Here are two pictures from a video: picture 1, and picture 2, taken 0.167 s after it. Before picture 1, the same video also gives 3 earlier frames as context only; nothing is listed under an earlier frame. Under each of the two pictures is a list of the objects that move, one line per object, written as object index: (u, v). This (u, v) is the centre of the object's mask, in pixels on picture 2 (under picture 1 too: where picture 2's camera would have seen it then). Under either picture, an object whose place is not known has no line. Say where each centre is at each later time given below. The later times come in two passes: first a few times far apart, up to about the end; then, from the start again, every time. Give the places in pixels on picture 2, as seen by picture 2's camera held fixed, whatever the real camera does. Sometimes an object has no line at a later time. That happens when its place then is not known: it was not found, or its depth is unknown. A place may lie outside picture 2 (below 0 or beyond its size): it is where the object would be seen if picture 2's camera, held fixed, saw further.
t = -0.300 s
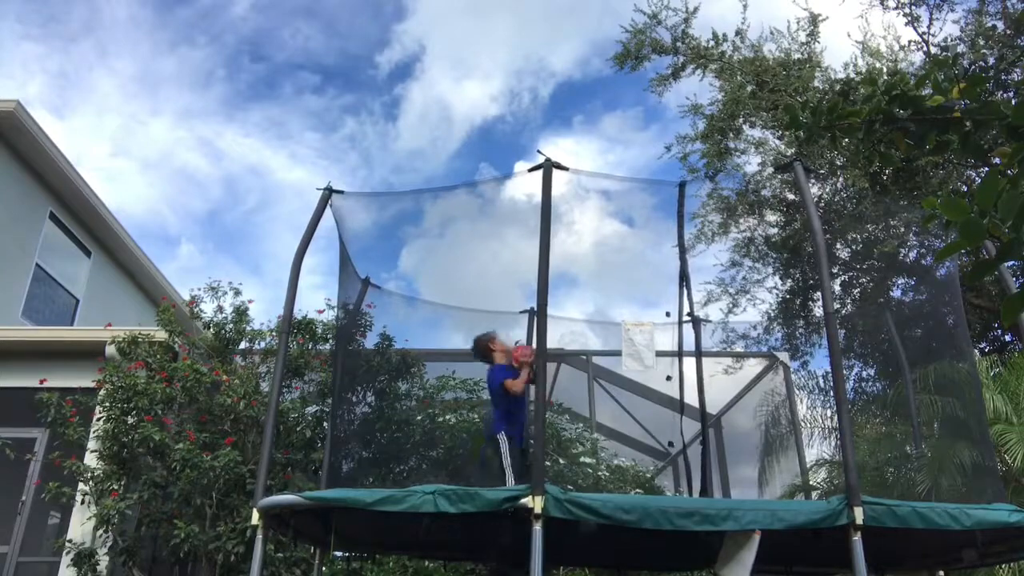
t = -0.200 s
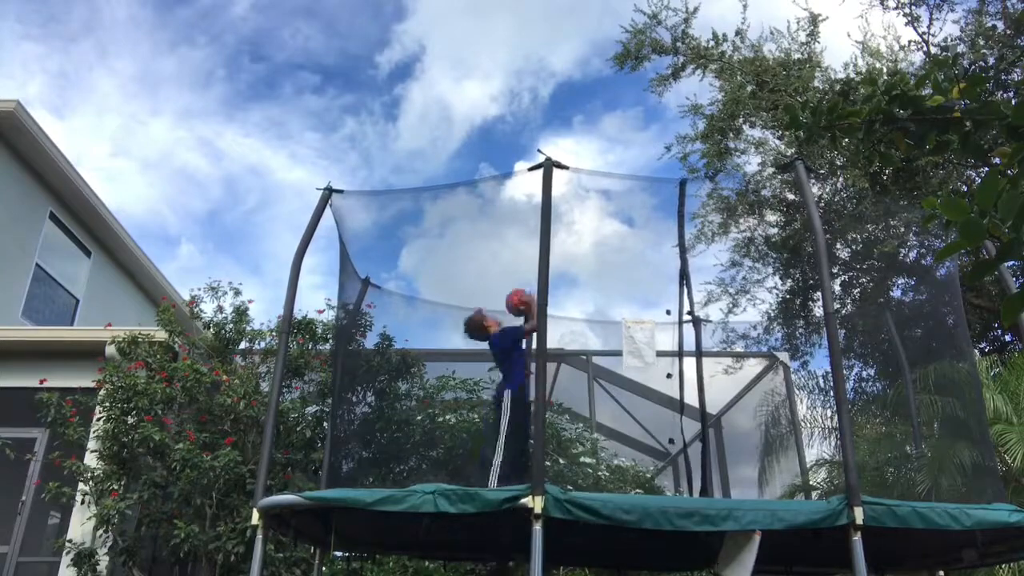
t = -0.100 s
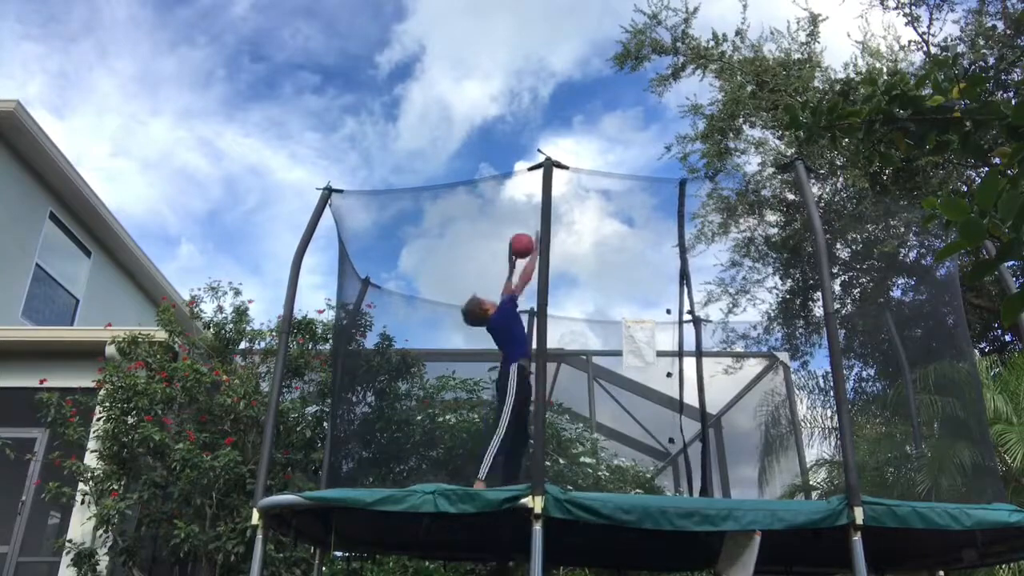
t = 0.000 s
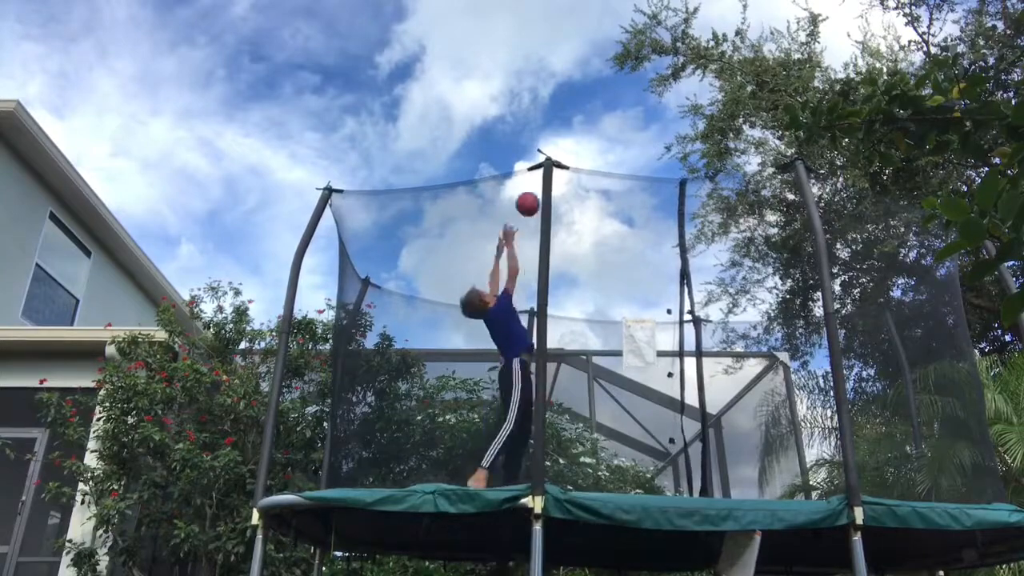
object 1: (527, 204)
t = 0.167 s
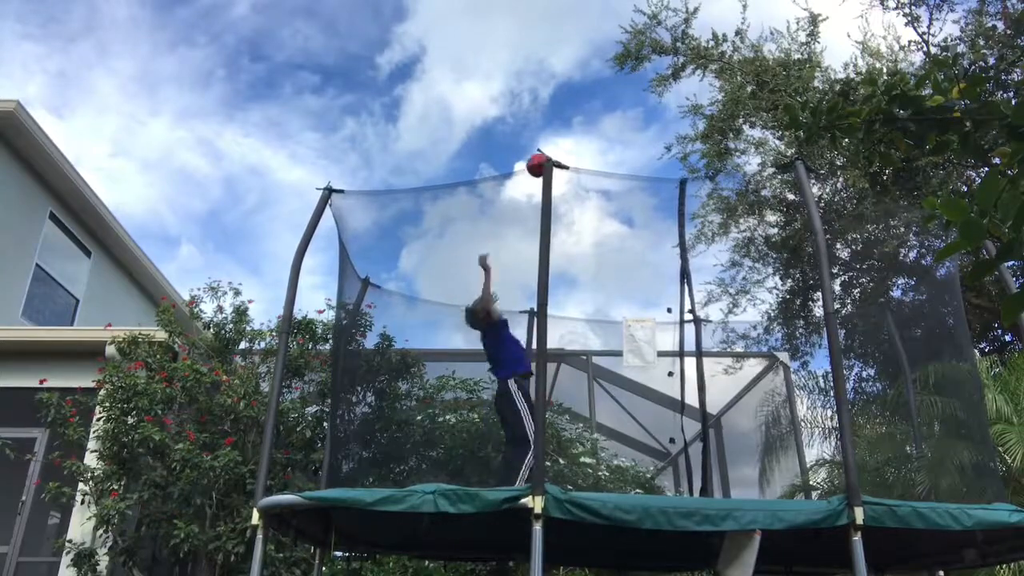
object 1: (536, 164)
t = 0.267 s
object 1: (543, 156)
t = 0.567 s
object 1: (564, 201)
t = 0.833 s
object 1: (587, 328)
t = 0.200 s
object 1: (538, 161)
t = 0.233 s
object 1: (541, 158)
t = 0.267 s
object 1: (543, 156)
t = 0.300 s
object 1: (546, 157)
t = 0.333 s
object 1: (548, 157)
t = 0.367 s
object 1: (552, 161)
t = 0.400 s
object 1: (555, 164)
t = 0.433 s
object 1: (558, 170)
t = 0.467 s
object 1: (559, 176)
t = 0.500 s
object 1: (561, 184)
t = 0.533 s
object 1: (563, 192)
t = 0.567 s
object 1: (564, 201)
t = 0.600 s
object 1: (567, 212)
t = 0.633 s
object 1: (569, 224)
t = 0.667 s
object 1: (572, 238)
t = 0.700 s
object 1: (575, 253)
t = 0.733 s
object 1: (578, 269)
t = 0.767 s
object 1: (581, 287)
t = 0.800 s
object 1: (584, 307)
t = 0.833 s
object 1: (587, 328)
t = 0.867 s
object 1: (590, 351)
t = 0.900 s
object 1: (594, 376)
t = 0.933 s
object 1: (597, 404)
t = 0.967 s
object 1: (601, 432)
